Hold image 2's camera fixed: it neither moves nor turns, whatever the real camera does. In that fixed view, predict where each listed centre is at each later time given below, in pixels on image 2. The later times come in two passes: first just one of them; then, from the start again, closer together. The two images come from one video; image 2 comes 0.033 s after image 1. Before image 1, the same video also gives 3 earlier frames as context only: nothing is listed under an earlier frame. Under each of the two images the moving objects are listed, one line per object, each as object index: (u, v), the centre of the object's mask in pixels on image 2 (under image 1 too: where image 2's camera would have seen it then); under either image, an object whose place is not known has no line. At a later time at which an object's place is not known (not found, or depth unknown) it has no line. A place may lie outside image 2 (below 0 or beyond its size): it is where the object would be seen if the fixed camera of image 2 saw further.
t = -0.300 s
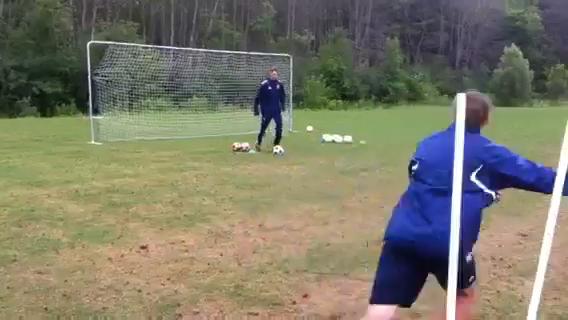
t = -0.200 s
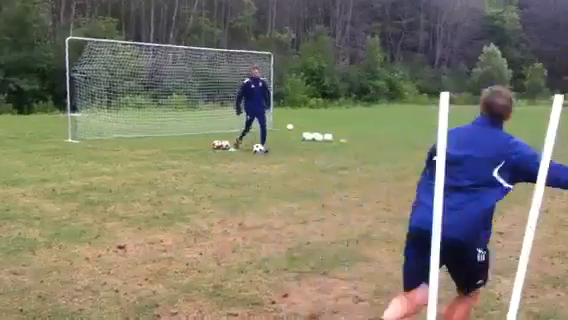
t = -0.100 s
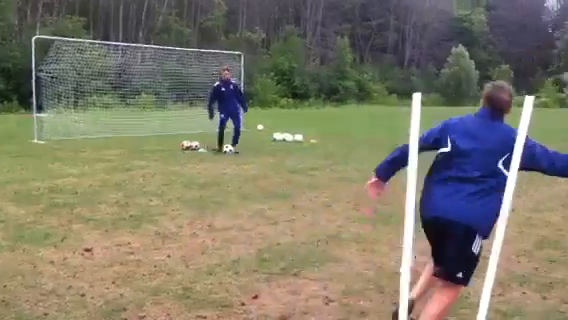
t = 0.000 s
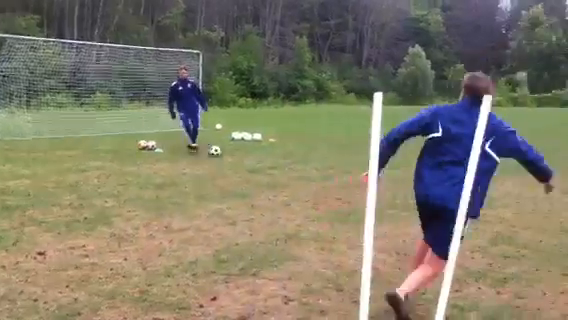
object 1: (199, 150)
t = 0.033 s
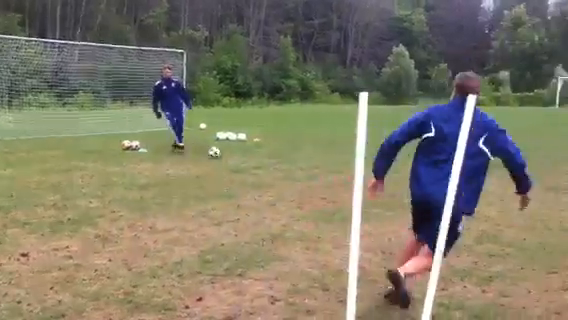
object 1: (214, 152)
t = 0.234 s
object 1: (305, 164)
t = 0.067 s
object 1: (228, 155)
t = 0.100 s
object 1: (244, 157)
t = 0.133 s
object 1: (259, 158)
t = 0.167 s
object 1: (274, 159)
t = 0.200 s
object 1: (290, 161)
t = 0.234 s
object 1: (305, 164)
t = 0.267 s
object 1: (322, 167)
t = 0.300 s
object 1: (338, 169)
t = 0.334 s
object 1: (354, 170)
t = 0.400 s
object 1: (387, 174)
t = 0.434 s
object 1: (403, 176)
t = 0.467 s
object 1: (419, 178)
